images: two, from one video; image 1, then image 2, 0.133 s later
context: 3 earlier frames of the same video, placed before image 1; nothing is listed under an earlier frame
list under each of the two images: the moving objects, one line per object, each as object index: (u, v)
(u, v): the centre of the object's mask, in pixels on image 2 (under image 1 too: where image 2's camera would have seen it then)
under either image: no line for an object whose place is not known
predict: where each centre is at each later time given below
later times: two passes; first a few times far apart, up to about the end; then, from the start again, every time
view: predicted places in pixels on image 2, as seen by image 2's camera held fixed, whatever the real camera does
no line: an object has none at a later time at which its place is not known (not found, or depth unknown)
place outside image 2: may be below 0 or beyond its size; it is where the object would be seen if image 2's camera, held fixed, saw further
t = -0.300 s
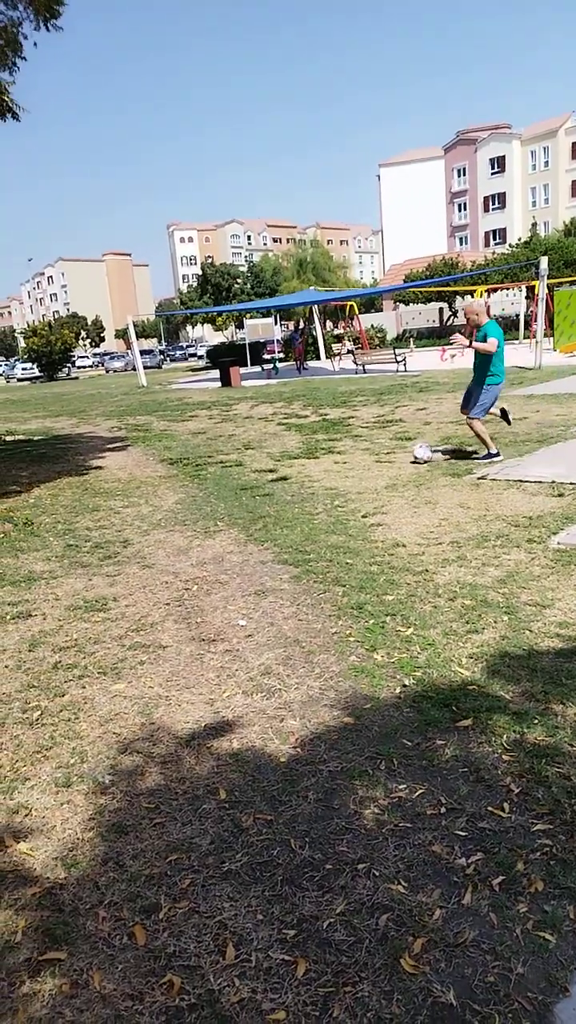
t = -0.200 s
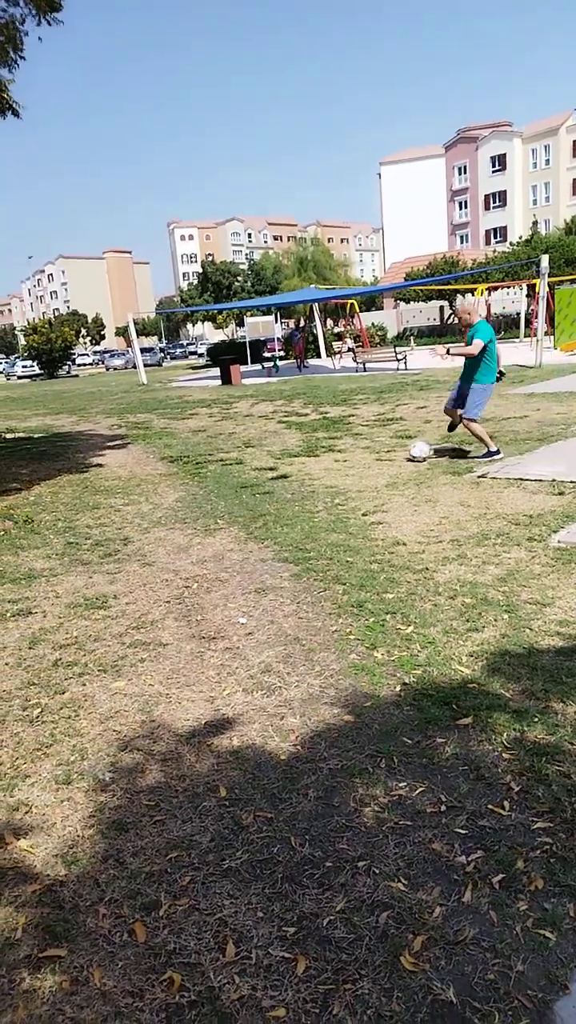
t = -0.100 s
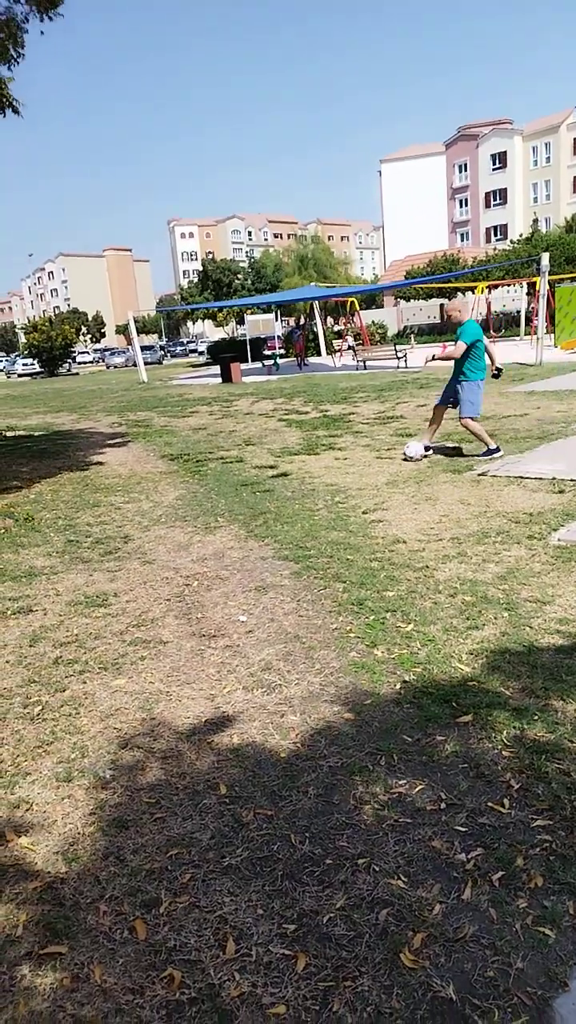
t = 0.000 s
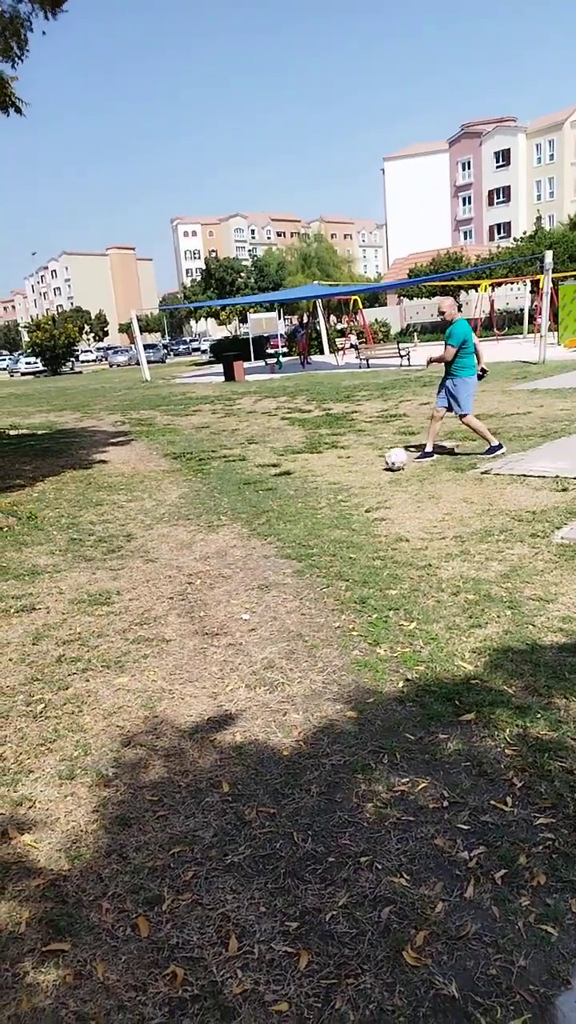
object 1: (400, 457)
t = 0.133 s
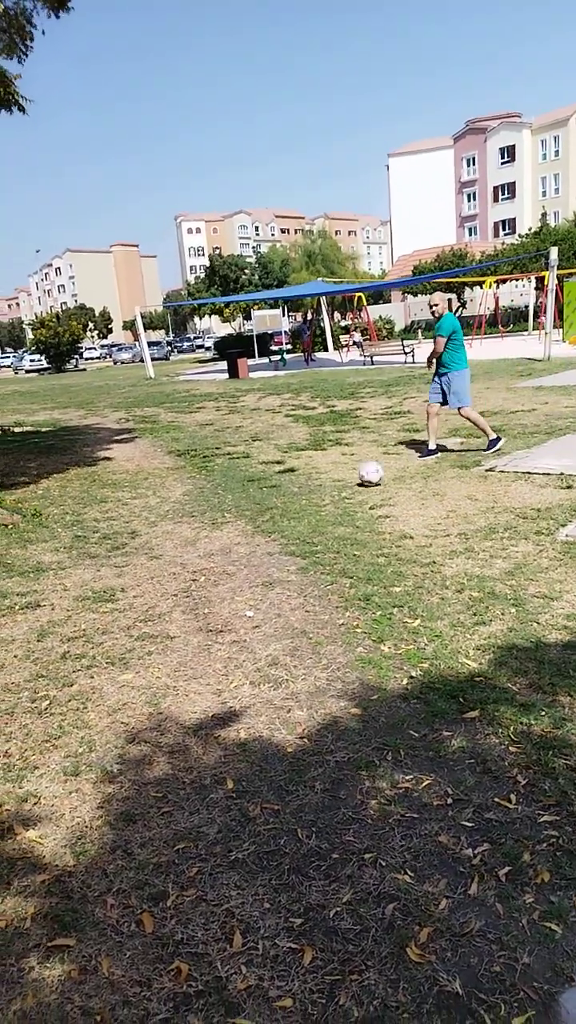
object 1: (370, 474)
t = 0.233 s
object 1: (348, 487)
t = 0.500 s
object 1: (286, 526)
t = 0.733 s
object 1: (214, 569)
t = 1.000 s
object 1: (97, 639)
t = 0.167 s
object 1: (362, 480)
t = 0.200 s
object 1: (355, 484)
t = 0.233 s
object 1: (348, 487)
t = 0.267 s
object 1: (341, 491)
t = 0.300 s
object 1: (334, 495)
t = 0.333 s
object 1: (326, 501)
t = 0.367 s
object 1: (319, 505)
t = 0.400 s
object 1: (311, 510)
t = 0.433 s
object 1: (302, 515)
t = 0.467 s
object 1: (294, 521)
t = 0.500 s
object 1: (286, 526)
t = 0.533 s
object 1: (277, 532)
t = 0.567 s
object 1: (267, 537)
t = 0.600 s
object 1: (257, 543)
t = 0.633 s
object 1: (247, 549)
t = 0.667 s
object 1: (236, 556)
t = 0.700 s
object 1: (225, 563)
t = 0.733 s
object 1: (214, 569)
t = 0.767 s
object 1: (202, 575)
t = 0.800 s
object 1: (189, 583)
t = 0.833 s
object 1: (175, 592)
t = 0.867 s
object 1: (161, 600)
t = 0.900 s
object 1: (146, 608)
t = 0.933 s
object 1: (130, 617)
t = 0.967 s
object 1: (114, 628)
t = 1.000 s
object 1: (97, 639)
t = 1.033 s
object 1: (79, 648)
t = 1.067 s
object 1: (58, 658)
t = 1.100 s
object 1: (38, 671)
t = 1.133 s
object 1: (16, 686)
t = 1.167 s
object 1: (-7, 699)
